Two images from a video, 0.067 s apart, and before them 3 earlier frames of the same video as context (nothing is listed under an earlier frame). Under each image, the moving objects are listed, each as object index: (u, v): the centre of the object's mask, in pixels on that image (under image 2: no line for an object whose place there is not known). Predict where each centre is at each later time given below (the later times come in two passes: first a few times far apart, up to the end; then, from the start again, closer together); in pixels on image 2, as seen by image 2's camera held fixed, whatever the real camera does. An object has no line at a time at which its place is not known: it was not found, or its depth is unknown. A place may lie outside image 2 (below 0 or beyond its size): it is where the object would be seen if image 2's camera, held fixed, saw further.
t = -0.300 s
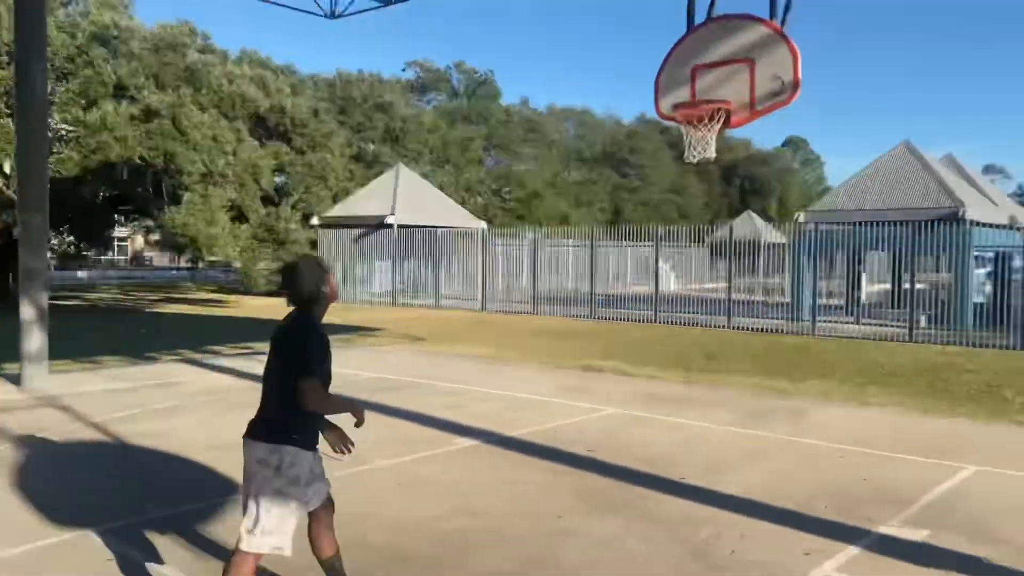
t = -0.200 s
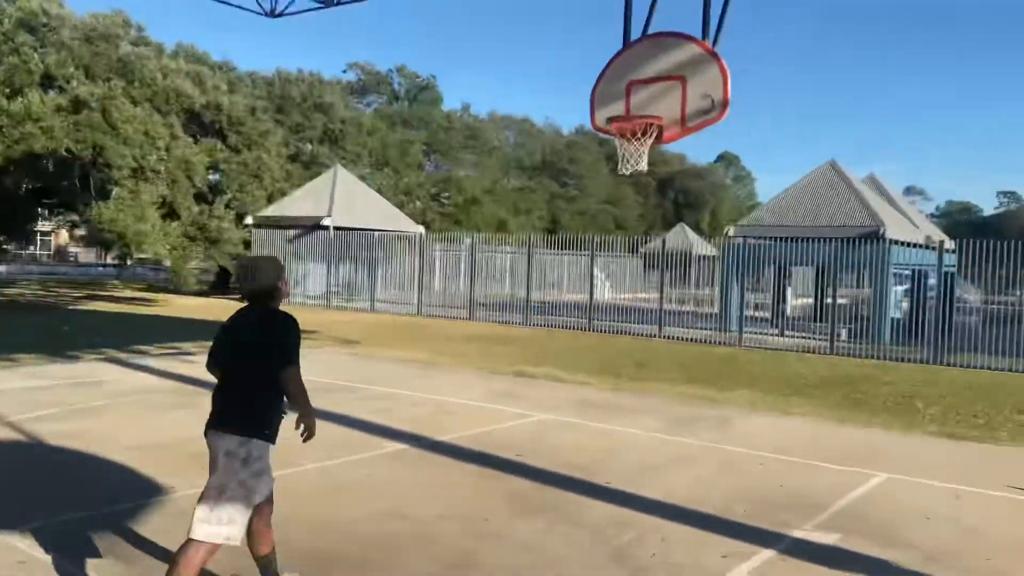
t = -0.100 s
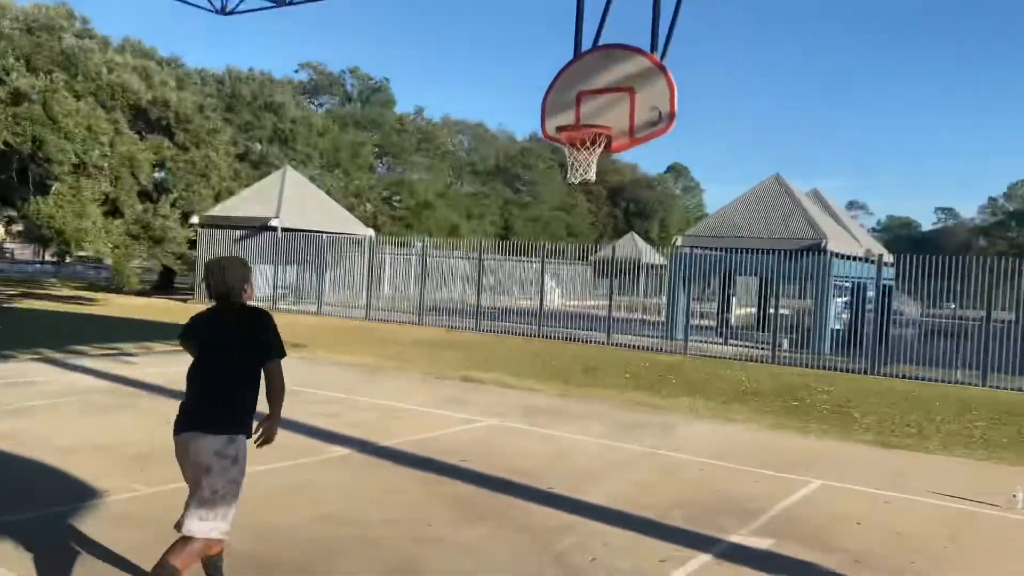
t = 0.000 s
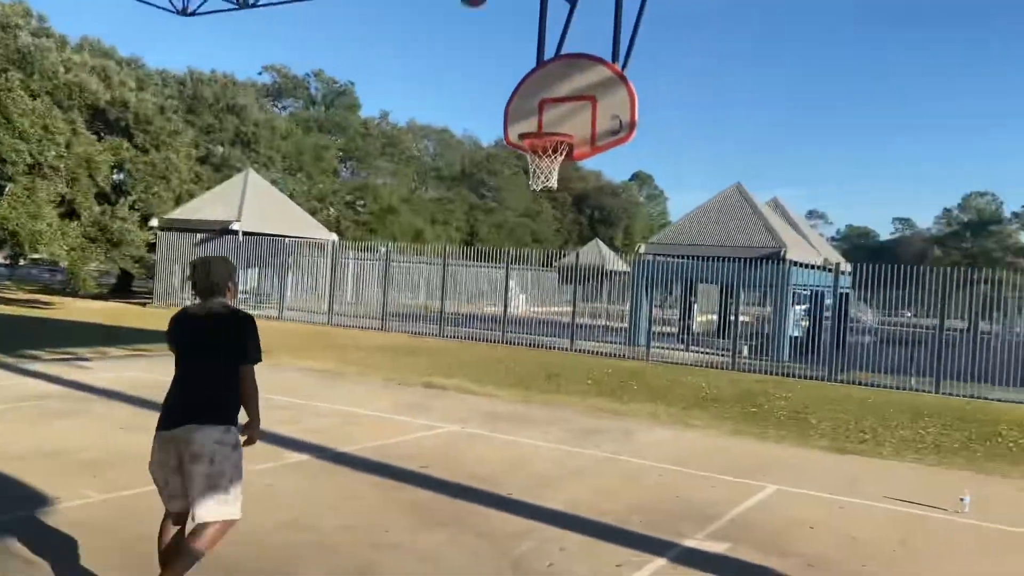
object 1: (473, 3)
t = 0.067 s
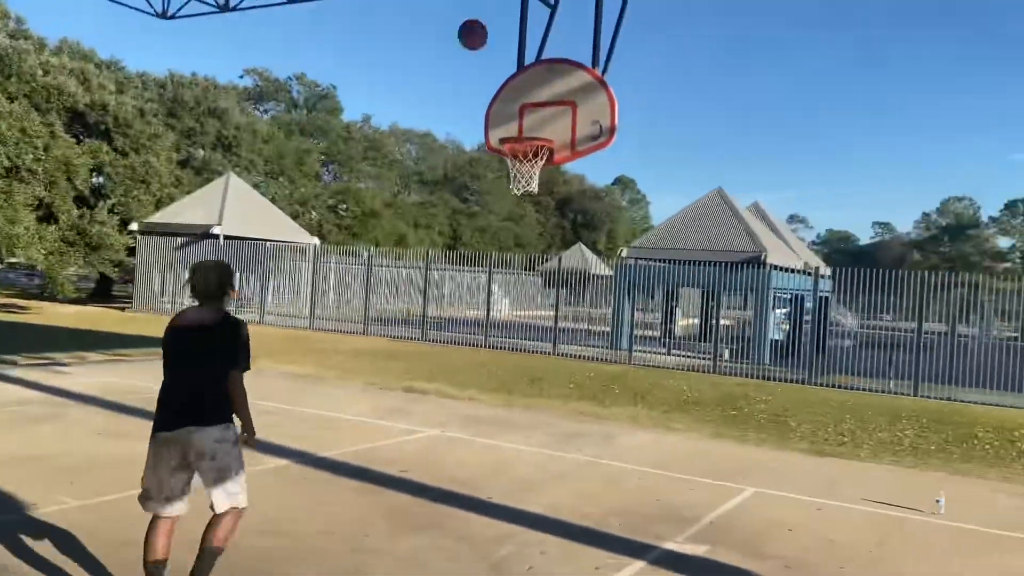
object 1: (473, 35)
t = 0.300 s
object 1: (546, 158)
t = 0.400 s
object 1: (523, 158)
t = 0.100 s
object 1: (481, 55)
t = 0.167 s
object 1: (500, 97)
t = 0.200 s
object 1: (505, 117)
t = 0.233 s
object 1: (511, 130)
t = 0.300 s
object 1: (546, 158)
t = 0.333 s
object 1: (538, 154)
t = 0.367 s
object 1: (533, 156)
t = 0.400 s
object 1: (523, 158)
